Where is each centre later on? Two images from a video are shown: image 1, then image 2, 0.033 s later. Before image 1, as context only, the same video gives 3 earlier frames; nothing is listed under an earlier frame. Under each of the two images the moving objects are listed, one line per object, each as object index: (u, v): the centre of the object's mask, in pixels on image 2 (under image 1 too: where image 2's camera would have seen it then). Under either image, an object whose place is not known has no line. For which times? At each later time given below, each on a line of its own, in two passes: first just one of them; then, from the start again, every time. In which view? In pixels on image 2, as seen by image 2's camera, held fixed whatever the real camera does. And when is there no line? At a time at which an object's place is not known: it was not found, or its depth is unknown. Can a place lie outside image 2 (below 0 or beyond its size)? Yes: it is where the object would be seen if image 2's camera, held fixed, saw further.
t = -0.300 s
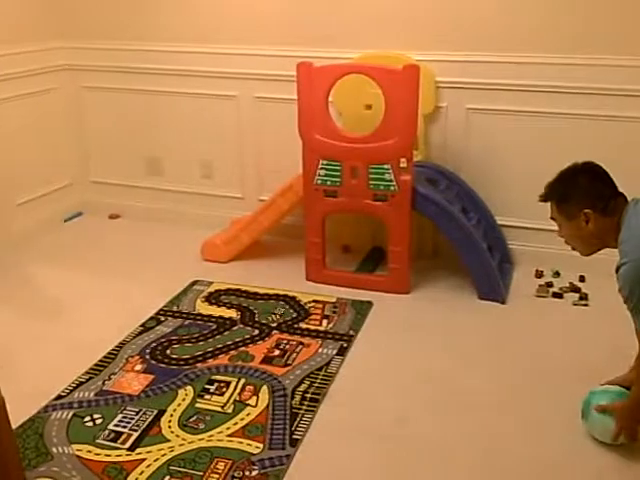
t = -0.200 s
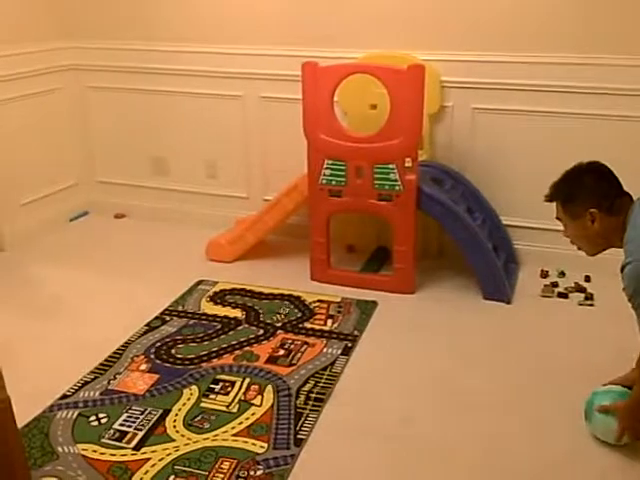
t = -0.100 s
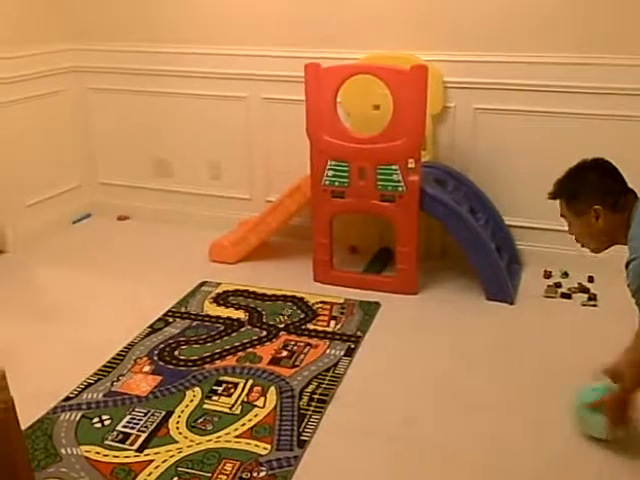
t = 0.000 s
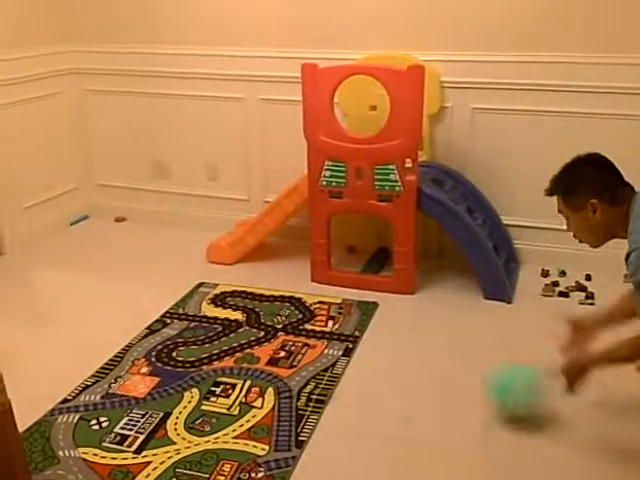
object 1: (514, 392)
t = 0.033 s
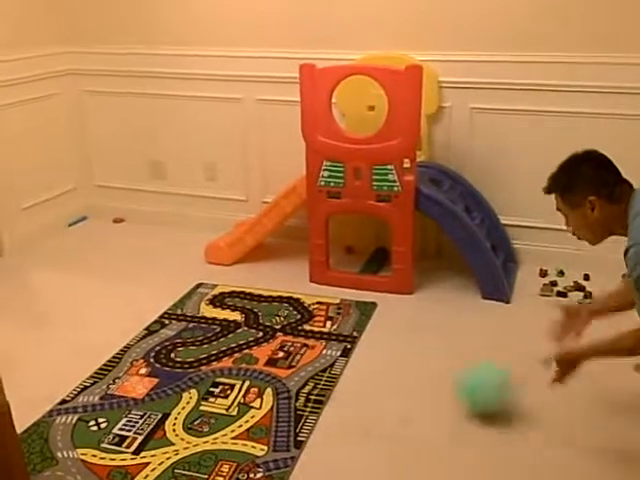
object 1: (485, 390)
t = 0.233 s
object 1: (361, 374)
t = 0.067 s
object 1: (460, 389)
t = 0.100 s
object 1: (439, 381)
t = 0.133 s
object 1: (419, 375)
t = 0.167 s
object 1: (400, 373)
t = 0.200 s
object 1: (379, 374)
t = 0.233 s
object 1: (361, 374)
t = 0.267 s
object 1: (343, 367)
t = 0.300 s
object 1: (327, 362)
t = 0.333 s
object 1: (308, 360)
